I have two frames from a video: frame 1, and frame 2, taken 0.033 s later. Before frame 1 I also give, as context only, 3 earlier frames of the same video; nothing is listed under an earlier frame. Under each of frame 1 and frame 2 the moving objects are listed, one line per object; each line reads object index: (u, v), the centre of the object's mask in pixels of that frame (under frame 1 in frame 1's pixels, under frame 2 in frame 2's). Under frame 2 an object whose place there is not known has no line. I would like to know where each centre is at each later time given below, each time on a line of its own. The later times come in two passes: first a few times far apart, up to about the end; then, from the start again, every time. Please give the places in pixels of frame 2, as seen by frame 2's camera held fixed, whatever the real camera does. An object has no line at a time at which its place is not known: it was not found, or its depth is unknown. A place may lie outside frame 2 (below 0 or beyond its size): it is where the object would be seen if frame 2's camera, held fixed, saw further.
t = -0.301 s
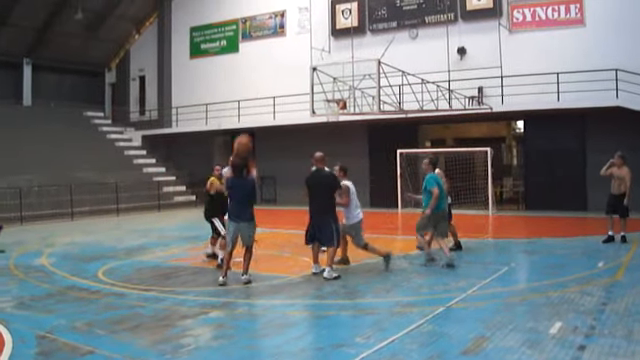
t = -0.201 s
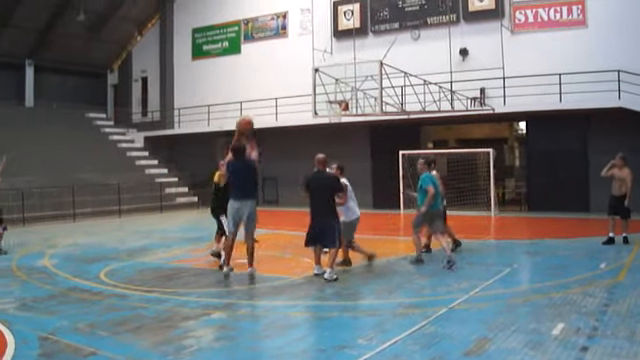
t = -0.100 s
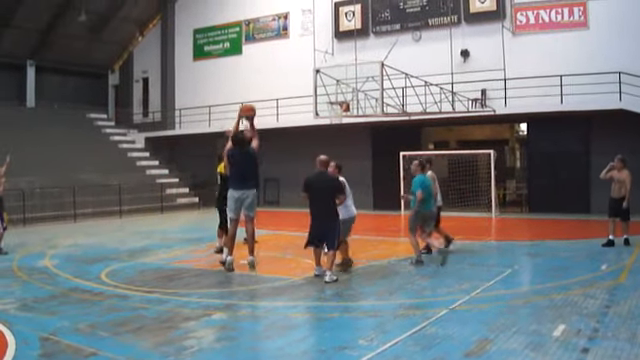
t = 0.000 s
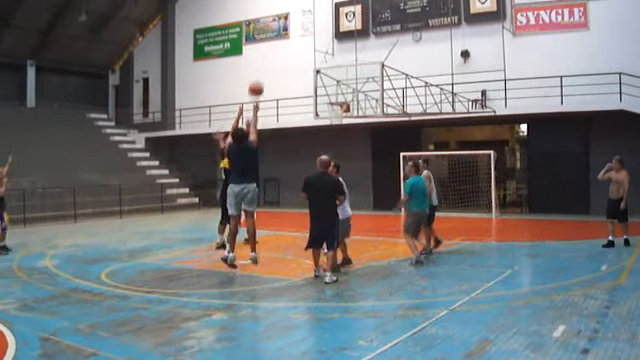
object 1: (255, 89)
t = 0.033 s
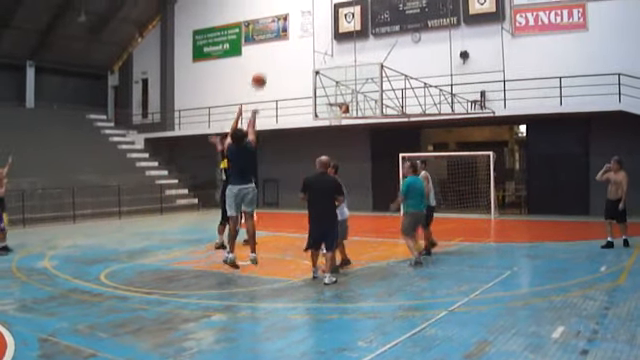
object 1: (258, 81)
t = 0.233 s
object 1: (278, 47)
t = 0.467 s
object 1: (296, 38)
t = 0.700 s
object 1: (312, 56)
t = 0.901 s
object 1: (324, 88)
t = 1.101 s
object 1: (335, 116)
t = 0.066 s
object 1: (262, 72)
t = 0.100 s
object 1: (266, 65)
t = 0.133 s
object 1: (269, 59)
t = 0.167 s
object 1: (272, 54)
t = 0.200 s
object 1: (276, 50)
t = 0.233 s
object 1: (278, 47)
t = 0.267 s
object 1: (281, 43)
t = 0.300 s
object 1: (284, 41)
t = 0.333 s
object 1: (287, 39)
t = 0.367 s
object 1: (289, 38)
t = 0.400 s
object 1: (291, 37)
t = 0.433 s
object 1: (294, 38)
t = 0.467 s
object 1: (296, 38)
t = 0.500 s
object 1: (299, 39)
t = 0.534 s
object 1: (301, 41)
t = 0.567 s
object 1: (303, 43)
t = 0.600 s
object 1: (306, 46)
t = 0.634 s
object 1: (308, 49)
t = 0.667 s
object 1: (310, 52)
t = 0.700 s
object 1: (312, 56)
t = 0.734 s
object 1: (314, 60)
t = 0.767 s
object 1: (317, 65)
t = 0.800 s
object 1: (318, 69)
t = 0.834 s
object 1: (320, 75)
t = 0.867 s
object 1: (322, 81)
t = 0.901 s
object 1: (324, 88)
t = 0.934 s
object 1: (326, 93)
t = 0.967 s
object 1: (328, 100)
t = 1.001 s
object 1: (329, 106)
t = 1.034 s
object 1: (333, 112)
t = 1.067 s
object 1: (334, 115)
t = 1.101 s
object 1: (335, 116)
